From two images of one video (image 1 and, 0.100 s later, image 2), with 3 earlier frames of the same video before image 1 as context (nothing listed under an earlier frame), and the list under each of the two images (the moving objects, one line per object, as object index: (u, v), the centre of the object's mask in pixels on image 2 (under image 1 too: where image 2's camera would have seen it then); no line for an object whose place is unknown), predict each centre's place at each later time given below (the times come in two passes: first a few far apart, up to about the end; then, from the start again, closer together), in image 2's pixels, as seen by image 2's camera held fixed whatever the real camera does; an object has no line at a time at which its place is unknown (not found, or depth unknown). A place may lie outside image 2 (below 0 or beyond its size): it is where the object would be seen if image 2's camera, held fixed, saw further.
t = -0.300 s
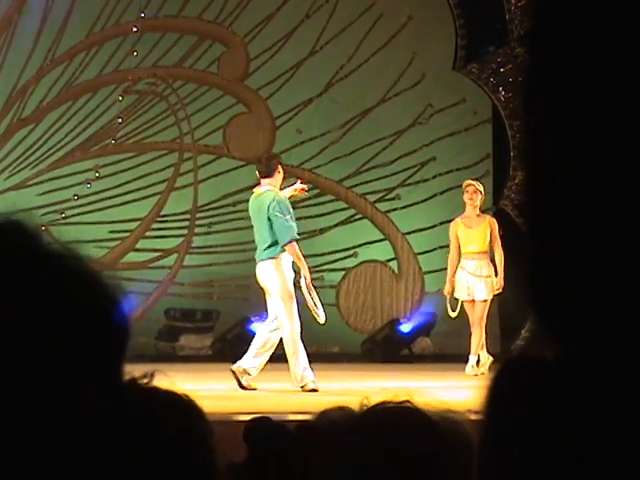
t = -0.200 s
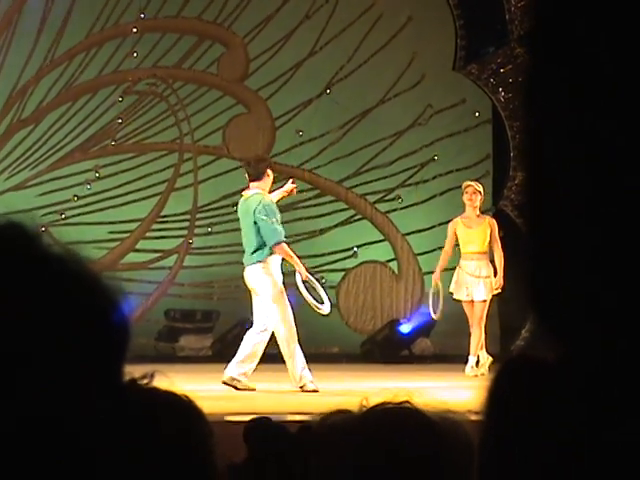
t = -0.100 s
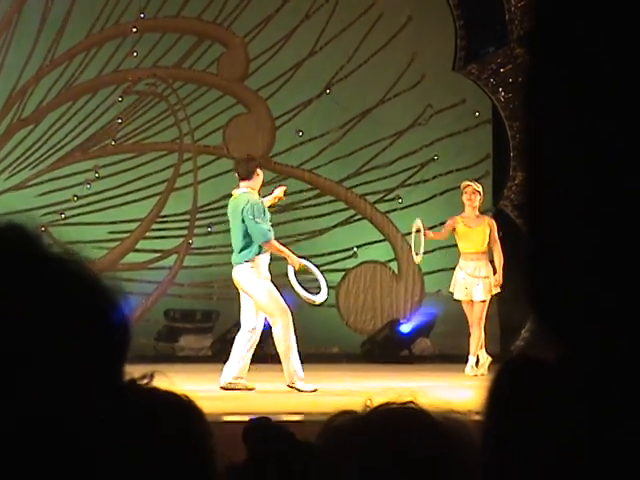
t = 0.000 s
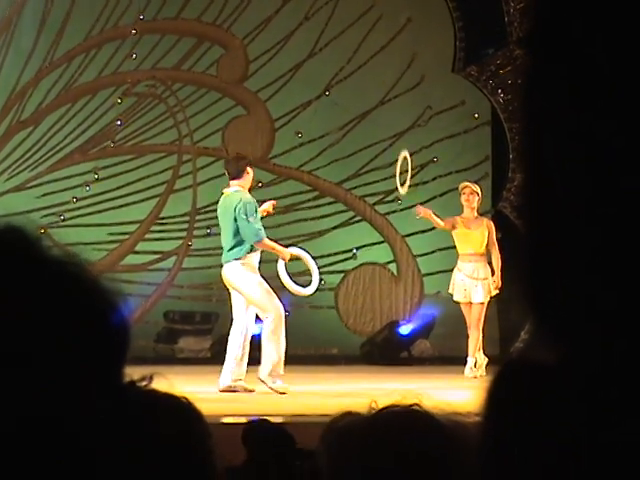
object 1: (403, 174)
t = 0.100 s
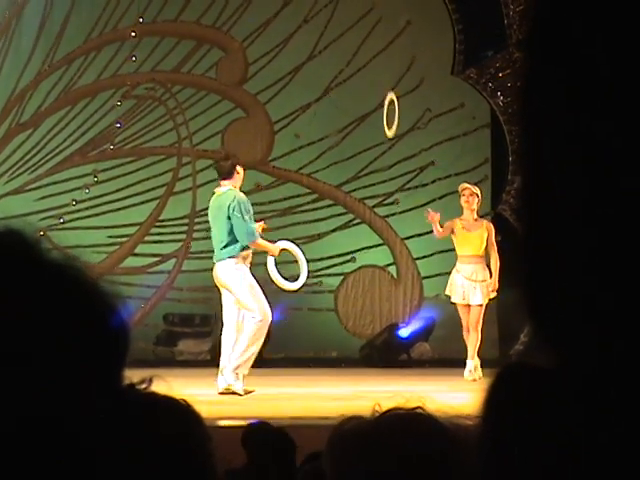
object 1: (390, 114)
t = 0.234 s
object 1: (374, 50)
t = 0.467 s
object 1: (346, 0)
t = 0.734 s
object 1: (303, 6)
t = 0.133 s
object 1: (386, 96)
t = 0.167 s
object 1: (382, 79)
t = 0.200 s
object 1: (378, 64)
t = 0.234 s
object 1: (374, 50)
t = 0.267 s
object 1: (370, 38)
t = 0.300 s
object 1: (366, 26)
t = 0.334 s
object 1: (362, 17)
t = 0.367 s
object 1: (361, 12)
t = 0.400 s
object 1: (355, 11)
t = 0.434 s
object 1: (351, 6)
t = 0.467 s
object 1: (346, 0)
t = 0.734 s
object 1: (303, 6)
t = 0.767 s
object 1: (298, 16)
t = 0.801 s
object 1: (291, 27)
